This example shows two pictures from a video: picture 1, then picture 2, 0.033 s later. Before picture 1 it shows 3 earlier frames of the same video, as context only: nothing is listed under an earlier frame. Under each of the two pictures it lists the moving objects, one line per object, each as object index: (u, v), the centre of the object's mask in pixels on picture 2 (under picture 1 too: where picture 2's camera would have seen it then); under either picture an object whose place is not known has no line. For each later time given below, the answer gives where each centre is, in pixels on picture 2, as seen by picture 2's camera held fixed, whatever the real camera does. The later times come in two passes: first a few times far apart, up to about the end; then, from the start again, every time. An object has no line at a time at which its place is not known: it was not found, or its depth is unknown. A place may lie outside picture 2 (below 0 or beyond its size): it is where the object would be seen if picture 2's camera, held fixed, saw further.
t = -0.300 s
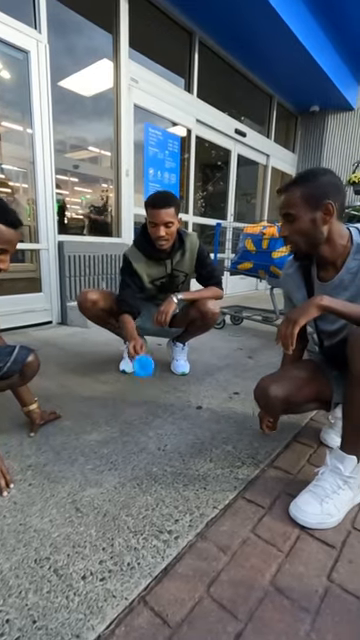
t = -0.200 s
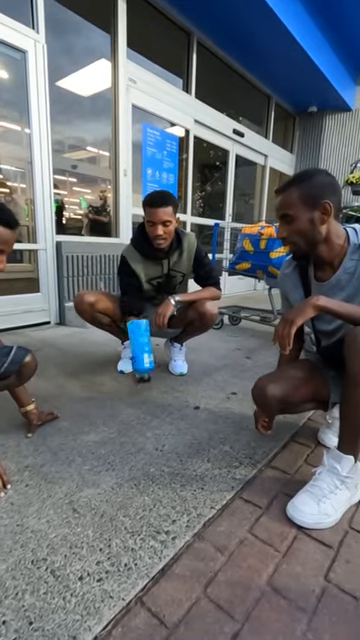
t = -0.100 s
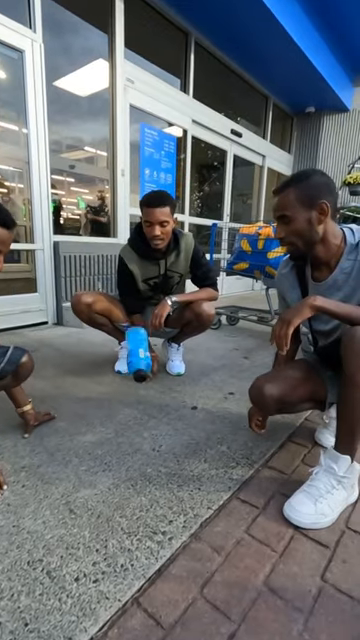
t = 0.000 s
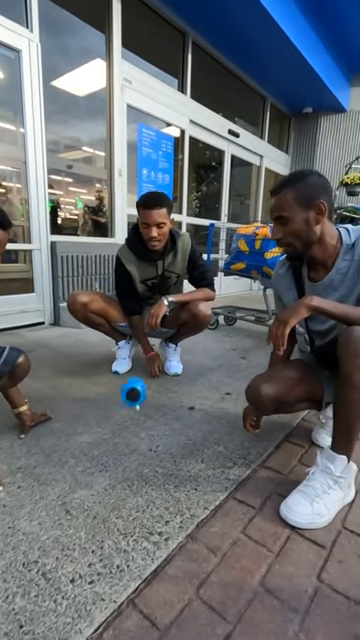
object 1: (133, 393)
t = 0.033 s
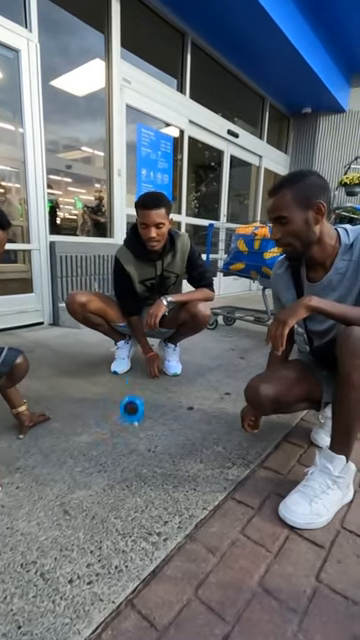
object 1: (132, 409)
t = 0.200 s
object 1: (131, 483)
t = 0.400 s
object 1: (126, 509)
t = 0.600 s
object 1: (123, 510)
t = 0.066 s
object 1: (132, 434)
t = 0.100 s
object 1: (132, 462)
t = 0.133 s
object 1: (133, 470)
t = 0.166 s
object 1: (131, 474)
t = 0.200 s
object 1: (131, 483)
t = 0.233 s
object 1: (130, 494)
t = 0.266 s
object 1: (129, 504)
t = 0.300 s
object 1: (128, 507)
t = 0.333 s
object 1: (128, 508)
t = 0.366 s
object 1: (126, 509)
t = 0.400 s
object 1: (126, 509)
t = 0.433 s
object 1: (125, 509)
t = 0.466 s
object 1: (125, 509)
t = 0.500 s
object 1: (125, 510)
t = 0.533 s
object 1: (124, 510)
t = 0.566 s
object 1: (124, 510)
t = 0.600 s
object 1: (123, 510)
